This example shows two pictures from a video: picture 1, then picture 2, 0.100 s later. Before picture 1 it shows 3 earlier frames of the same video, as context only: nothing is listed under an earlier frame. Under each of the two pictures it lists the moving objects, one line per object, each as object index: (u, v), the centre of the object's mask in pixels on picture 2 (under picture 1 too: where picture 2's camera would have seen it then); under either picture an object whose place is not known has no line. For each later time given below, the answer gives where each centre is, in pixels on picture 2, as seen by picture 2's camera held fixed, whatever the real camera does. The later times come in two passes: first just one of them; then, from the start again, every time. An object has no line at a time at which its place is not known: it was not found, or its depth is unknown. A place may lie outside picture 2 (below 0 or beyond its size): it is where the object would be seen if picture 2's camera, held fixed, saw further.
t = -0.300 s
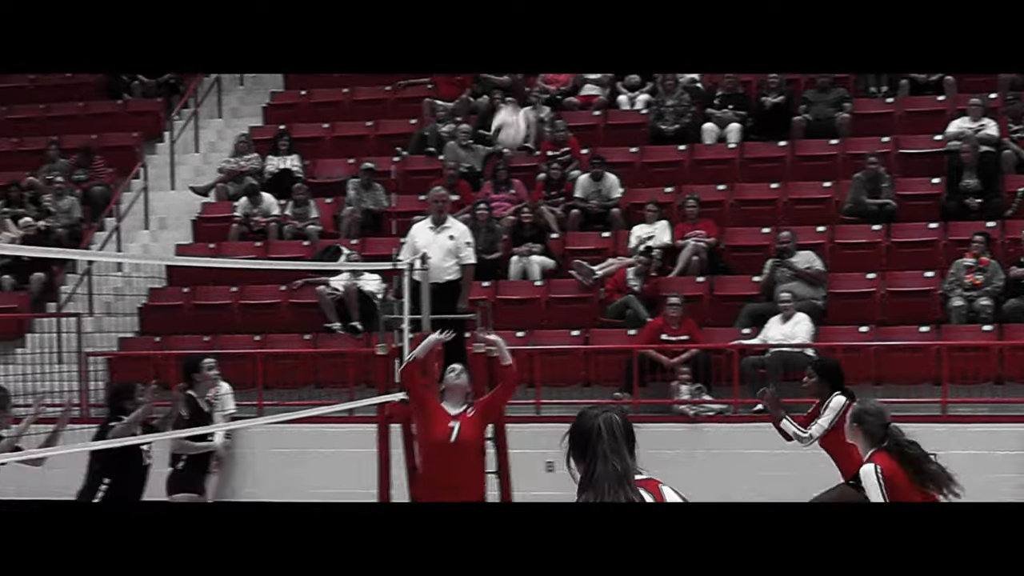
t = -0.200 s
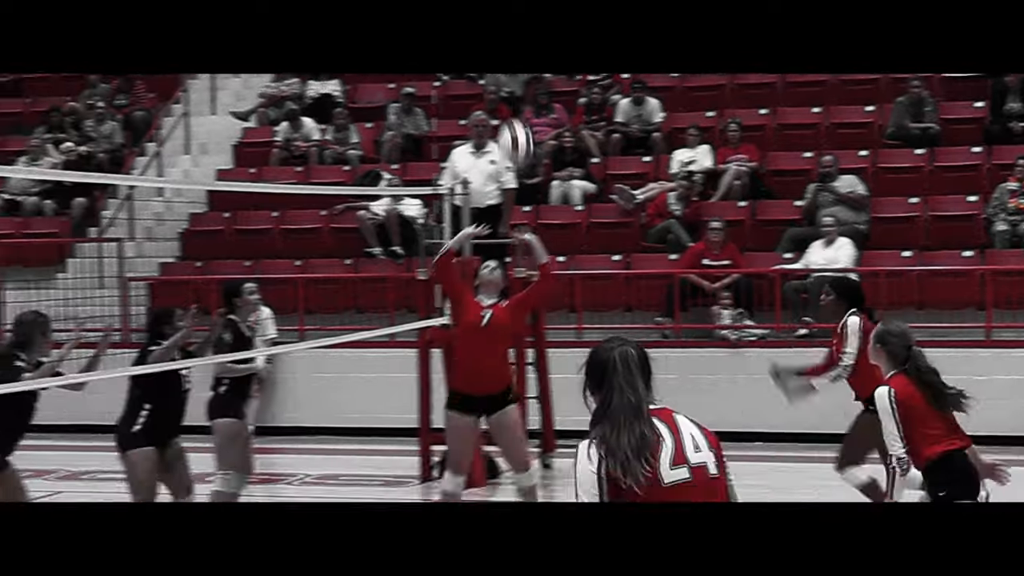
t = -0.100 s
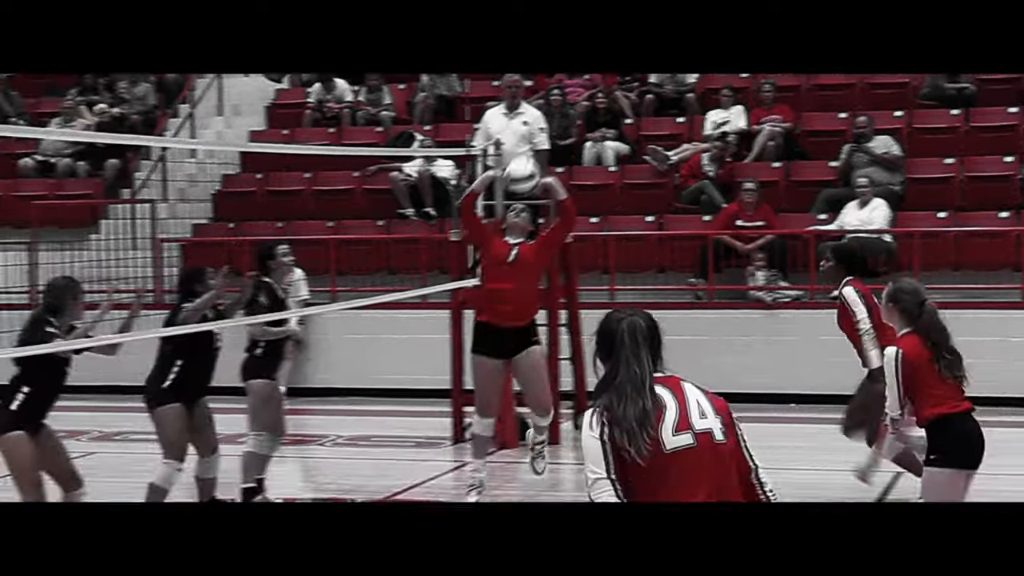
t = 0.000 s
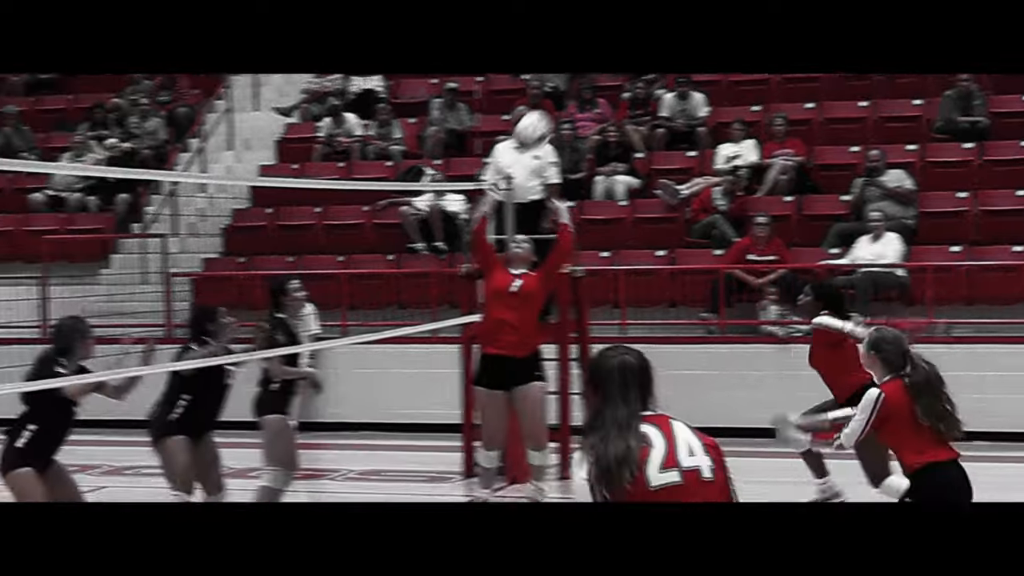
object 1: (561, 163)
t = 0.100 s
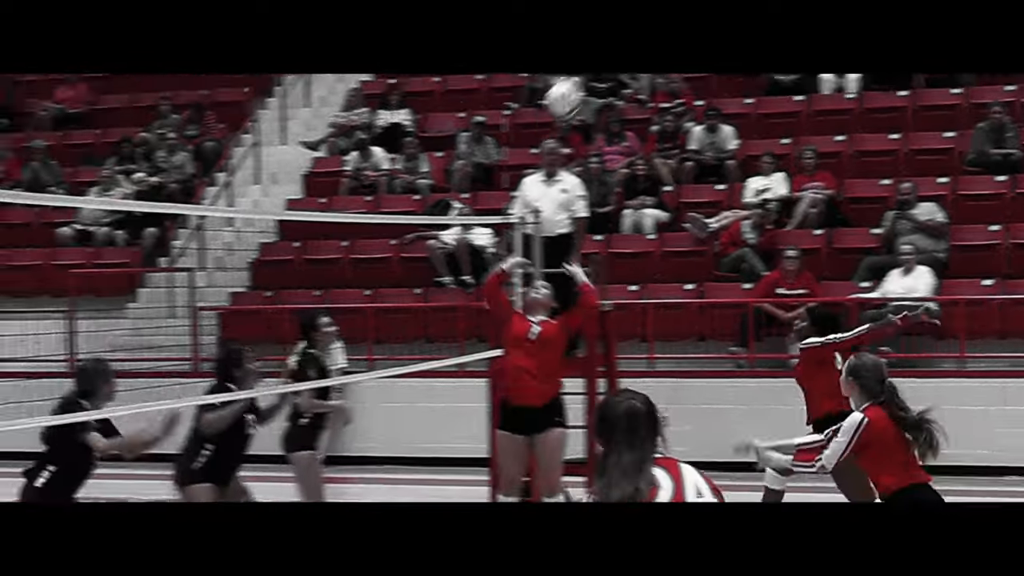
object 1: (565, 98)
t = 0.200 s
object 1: (568, 53)
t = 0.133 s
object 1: (565, 81)
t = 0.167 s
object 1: (565, 68)
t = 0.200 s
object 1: (568, 53)
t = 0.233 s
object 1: (569, 40)
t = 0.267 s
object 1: (570, 29)
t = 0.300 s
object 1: (571, 18)
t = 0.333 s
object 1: (573, 9)
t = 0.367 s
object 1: (574, 3)
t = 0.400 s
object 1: (575, 0)
